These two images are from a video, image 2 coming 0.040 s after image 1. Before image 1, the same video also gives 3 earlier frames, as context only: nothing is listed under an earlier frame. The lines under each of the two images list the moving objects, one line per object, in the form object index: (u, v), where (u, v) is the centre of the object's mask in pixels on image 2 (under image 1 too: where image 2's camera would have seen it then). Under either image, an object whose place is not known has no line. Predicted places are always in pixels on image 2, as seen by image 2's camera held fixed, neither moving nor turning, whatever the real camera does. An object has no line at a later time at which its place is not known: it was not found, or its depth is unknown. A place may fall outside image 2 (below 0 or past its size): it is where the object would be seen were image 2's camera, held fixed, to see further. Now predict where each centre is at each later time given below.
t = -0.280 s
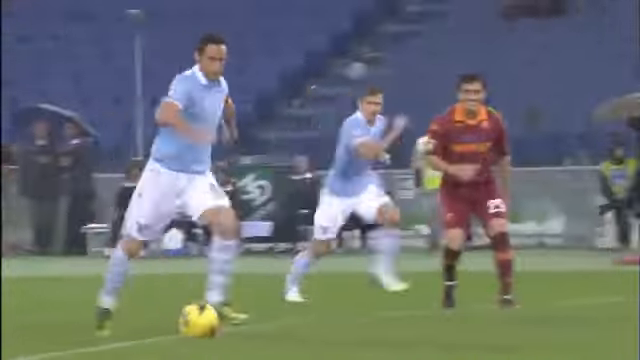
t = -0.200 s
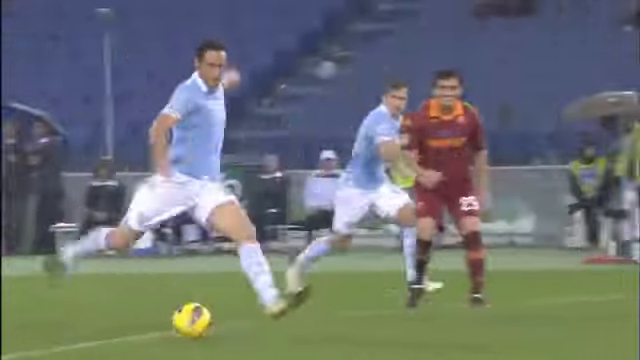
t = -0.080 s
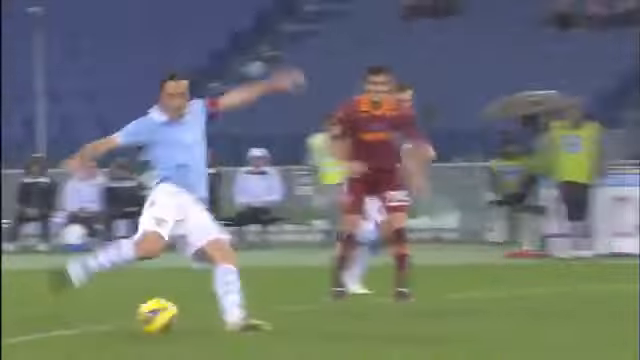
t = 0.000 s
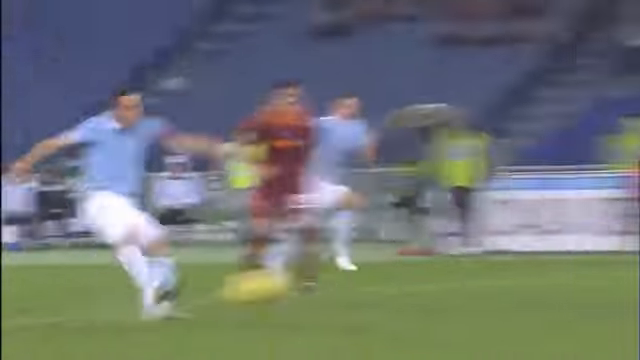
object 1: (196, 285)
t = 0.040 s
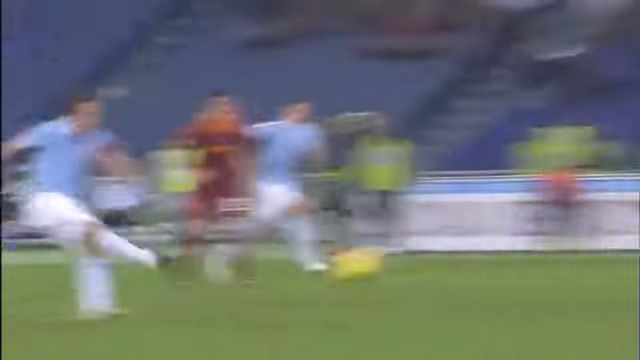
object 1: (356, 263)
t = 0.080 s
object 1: (526, 245)
